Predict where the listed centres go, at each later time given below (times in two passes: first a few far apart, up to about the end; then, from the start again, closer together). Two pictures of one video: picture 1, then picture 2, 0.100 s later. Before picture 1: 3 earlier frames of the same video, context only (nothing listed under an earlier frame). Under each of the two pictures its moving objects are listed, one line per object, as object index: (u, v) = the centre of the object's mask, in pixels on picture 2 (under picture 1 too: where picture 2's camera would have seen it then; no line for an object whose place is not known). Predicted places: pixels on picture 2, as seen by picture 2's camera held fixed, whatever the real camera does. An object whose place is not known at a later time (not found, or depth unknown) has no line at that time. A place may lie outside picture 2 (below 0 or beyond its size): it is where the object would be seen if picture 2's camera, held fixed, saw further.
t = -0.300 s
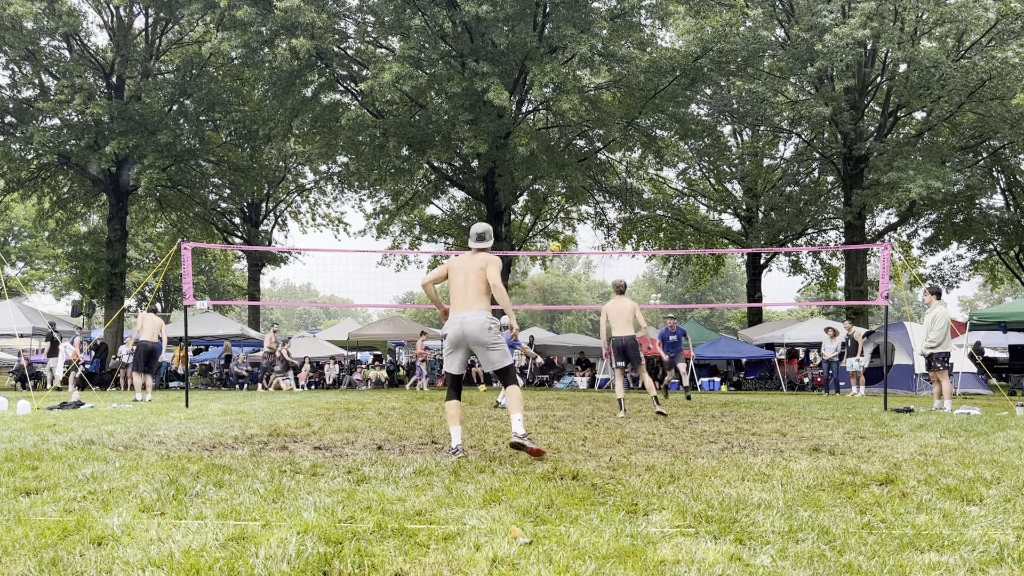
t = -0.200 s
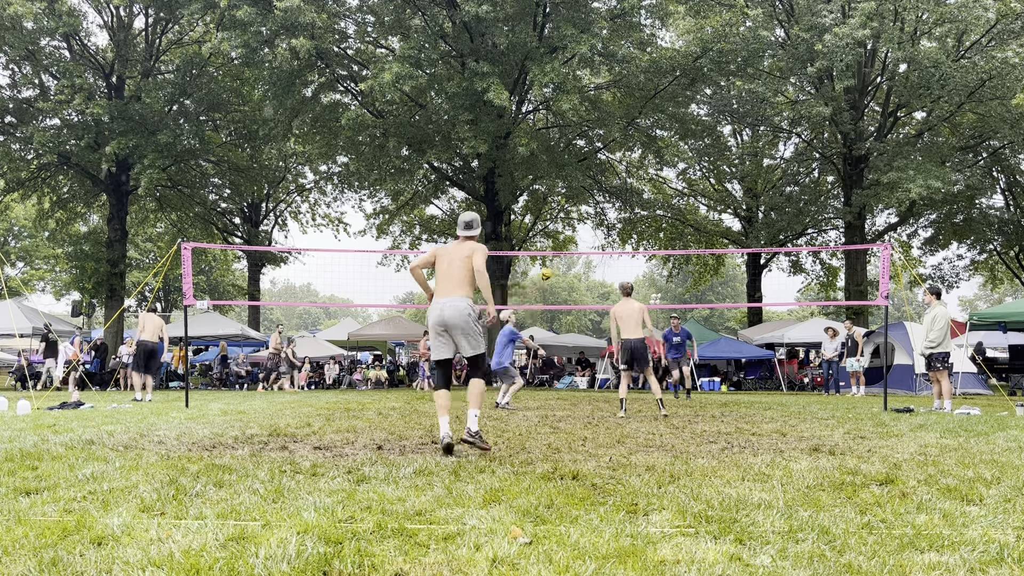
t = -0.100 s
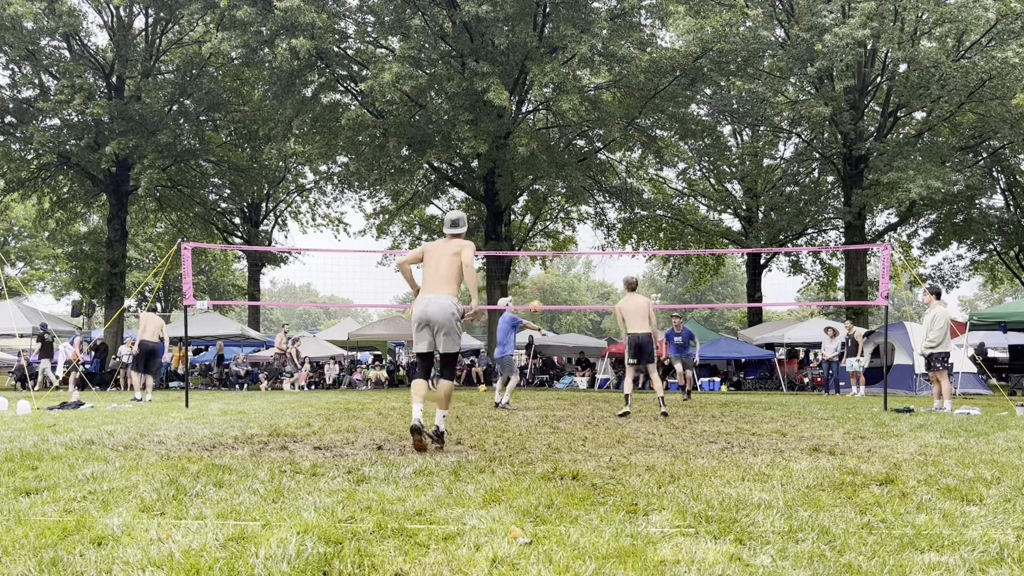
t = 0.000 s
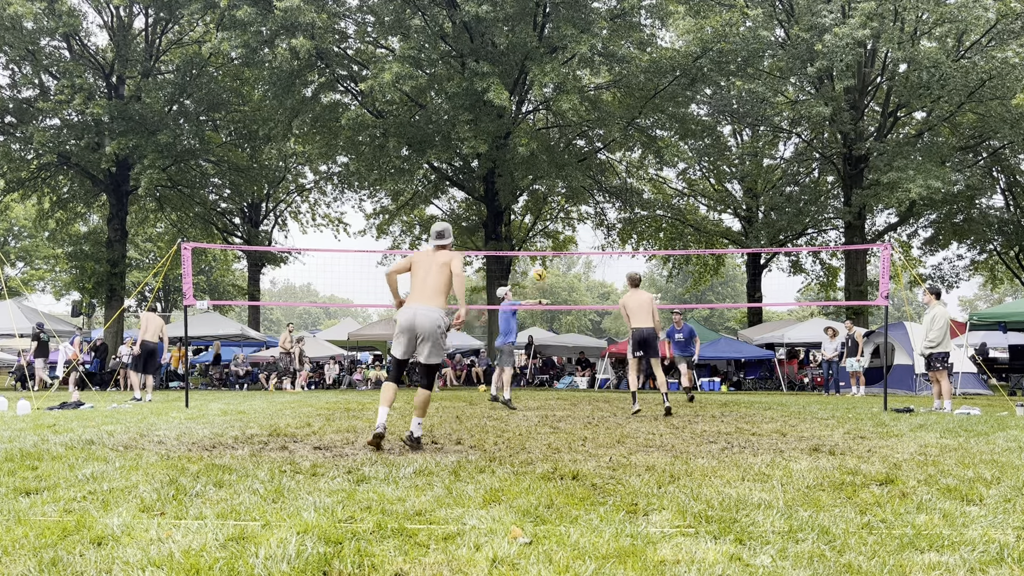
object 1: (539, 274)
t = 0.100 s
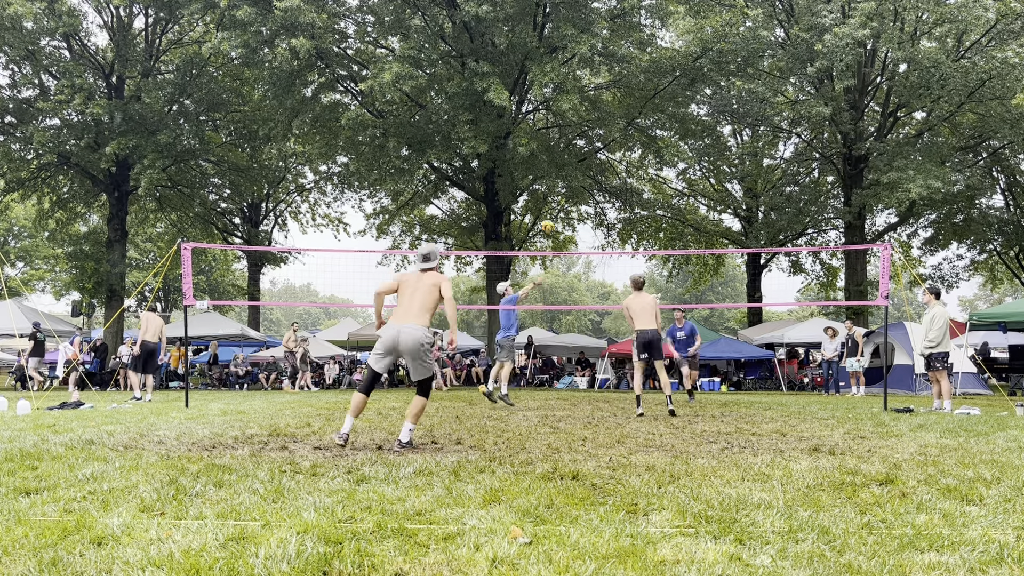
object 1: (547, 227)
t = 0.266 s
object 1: (558, 160)
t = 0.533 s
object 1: (575, 92)
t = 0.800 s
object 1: (593, 67)
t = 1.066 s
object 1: (611, 83)
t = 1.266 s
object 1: (625, 121)
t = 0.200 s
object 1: (553, 185)
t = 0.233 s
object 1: (556, 172)
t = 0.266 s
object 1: (558, 160)
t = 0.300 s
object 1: (560, 150)
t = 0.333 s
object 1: (563, 140)
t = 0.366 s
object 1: (565, 130)
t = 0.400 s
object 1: (566, 121)
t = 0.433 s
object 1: (569, 113)
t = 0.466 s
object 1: (571, 106)
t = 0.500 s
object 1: (573, 99)
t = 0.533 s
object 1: (575, 92)
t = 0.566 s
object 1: (577, 87)
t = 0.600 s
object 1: (579, 82)
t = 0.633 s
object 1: (582, 78)
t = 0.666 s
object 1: (584, 74)
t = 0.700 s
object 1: (586, 72)
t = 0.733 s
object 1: (589, 69)
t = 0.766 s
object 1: (591, 68)
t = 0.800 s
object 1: (593, 67)
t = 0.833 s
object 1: (595, 66)
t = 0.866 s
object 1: (597, 66)
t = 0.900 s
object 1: (599, 68)
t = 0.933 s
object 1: (602, 70)
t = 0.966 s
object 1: (604, 71)
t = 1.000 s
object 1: (607, 75)
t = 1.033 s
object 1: (608, 78)
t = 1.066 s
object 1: (611, 83)
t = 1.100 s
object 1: (613, 87)
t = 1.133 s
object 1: (615, 93)
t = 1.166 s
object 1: (618, 99)
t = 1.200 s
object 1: (620, 106)
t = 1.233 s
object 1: (622, 113)
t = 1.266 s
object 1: (625, 121)
